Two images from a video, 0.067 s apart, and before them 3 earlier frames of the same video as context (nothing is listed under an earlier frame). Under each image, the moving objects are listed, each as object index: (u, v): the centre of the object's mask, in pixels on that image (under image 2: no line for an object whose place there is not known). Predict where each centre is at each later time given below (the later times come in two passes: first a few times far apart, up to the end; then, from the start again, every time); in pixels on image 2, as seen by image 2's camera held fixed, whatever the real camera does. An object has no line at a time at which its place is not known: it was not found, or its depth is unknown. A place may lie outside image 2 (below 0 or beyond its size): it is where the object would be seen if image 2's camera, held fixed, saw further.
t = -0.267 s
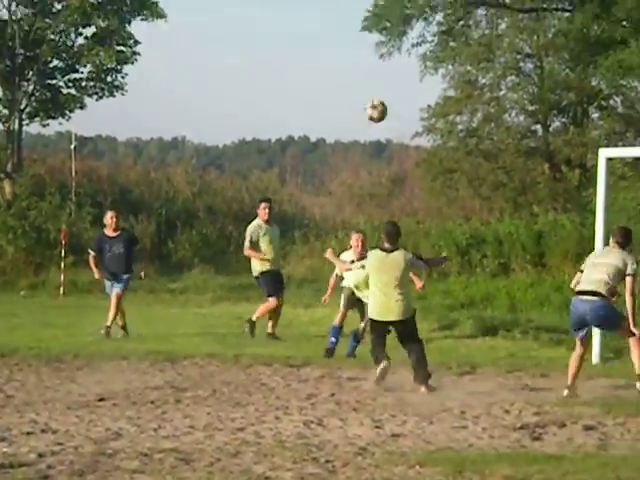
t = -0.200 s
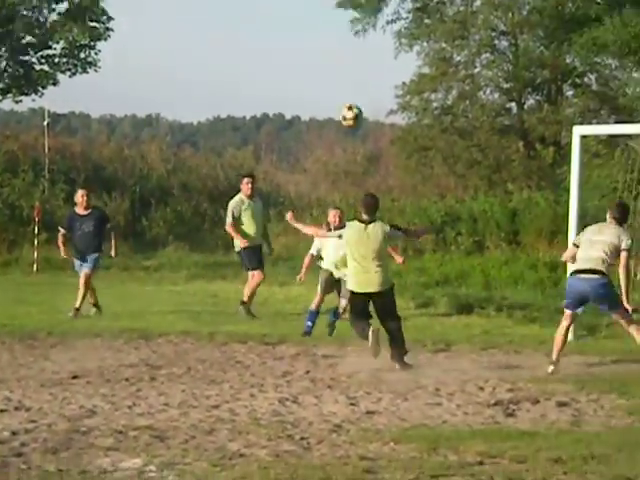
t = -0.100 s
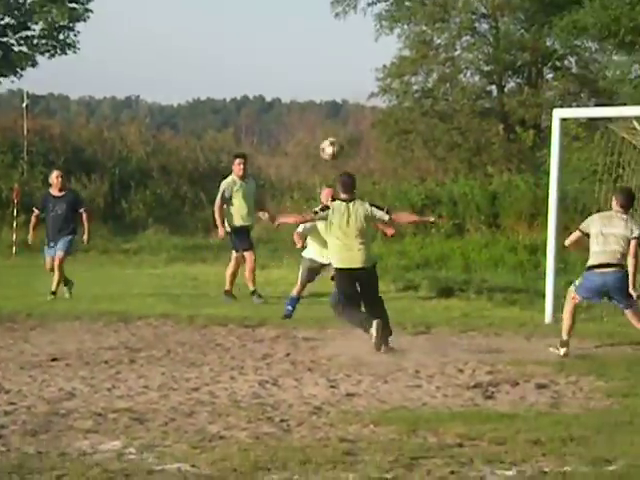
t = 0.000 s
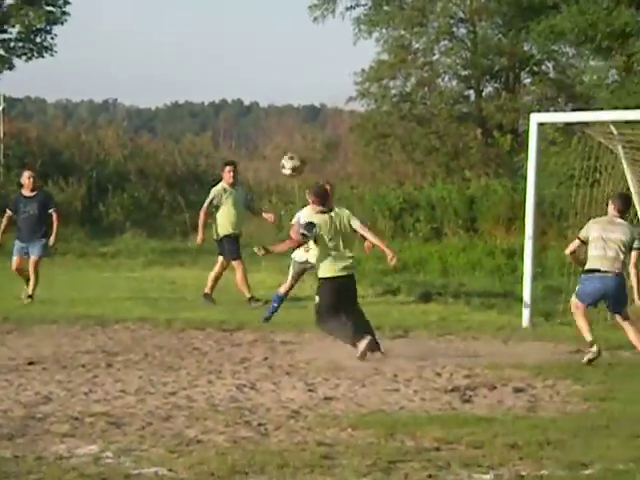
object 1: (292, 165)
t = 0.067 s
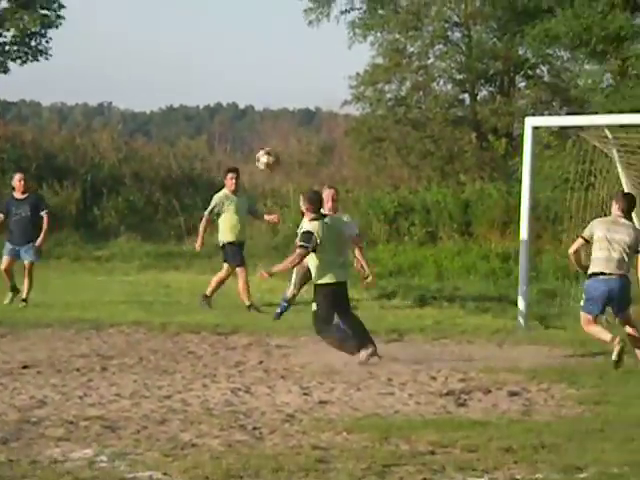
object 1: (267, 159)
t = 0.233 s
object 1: (216, 160)
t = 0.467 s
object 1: (143, 208)
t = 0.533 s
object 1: (124, 233)
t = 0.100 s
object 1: (257, 157)
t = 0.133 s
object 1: (247, 156)
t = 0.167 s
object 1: (237, 156)
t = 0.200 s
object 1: (226, 157)
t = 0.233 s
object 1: (216, 160)
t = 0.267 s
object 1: (206, 161)
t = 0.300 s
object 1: (195, 167)
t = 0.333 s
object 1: (185, 172)
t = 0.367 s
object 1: (174, 180)
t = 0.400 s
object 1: (164, 187)
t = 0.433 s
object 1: (154, 198)
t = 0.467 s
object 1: (143, 208)
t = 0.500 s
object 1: (133, 221)
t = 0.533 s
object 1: (124, 233)
